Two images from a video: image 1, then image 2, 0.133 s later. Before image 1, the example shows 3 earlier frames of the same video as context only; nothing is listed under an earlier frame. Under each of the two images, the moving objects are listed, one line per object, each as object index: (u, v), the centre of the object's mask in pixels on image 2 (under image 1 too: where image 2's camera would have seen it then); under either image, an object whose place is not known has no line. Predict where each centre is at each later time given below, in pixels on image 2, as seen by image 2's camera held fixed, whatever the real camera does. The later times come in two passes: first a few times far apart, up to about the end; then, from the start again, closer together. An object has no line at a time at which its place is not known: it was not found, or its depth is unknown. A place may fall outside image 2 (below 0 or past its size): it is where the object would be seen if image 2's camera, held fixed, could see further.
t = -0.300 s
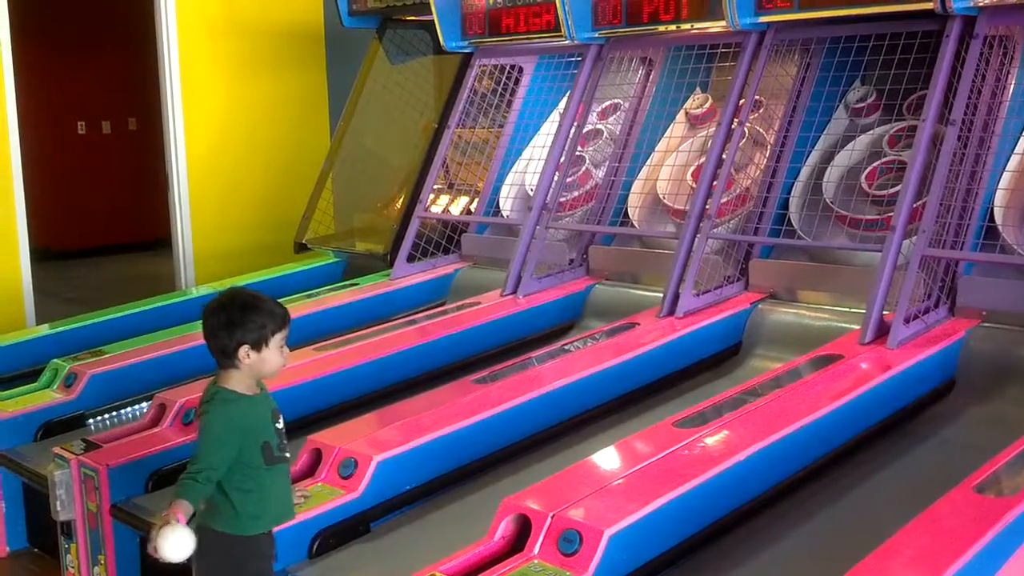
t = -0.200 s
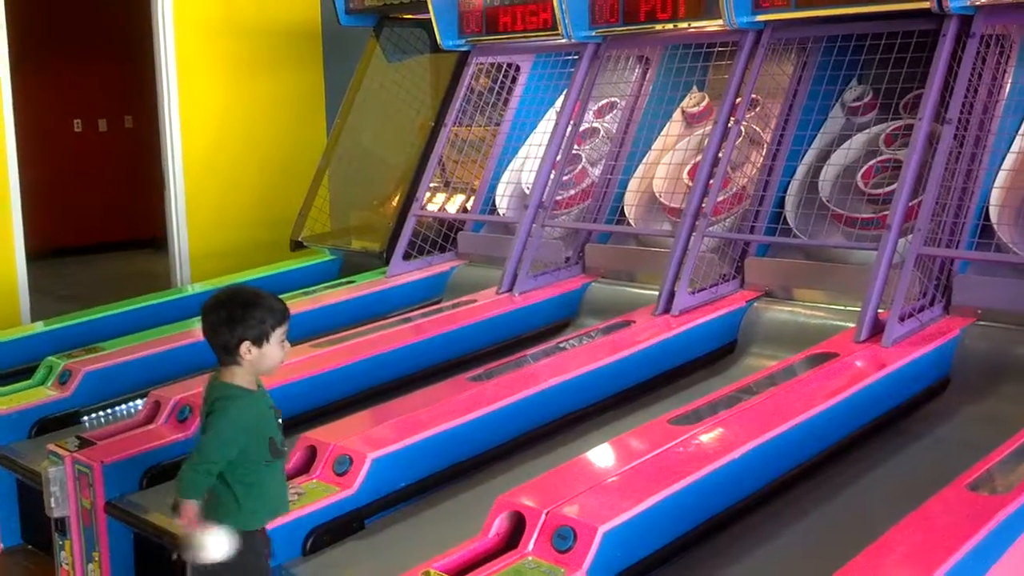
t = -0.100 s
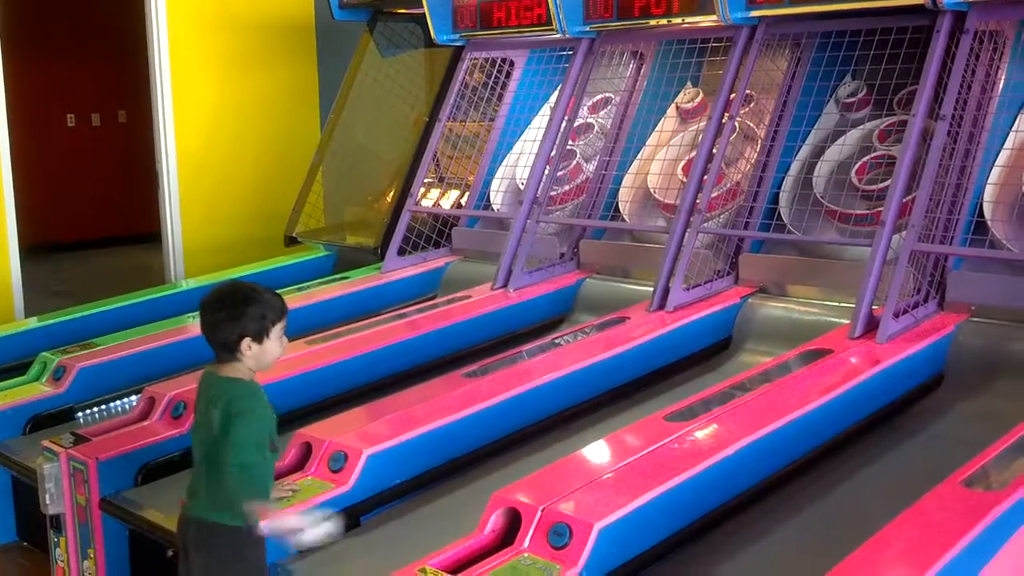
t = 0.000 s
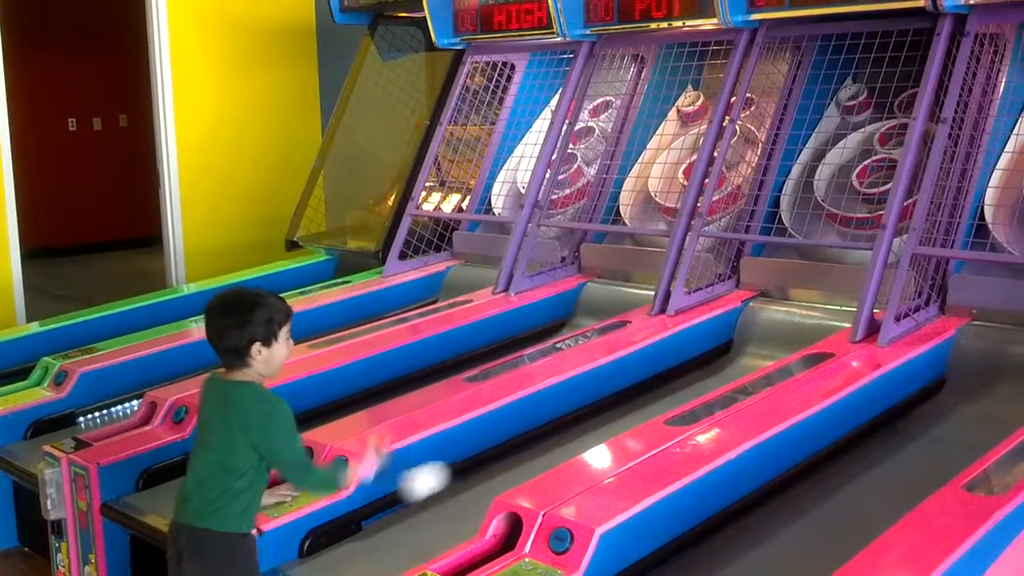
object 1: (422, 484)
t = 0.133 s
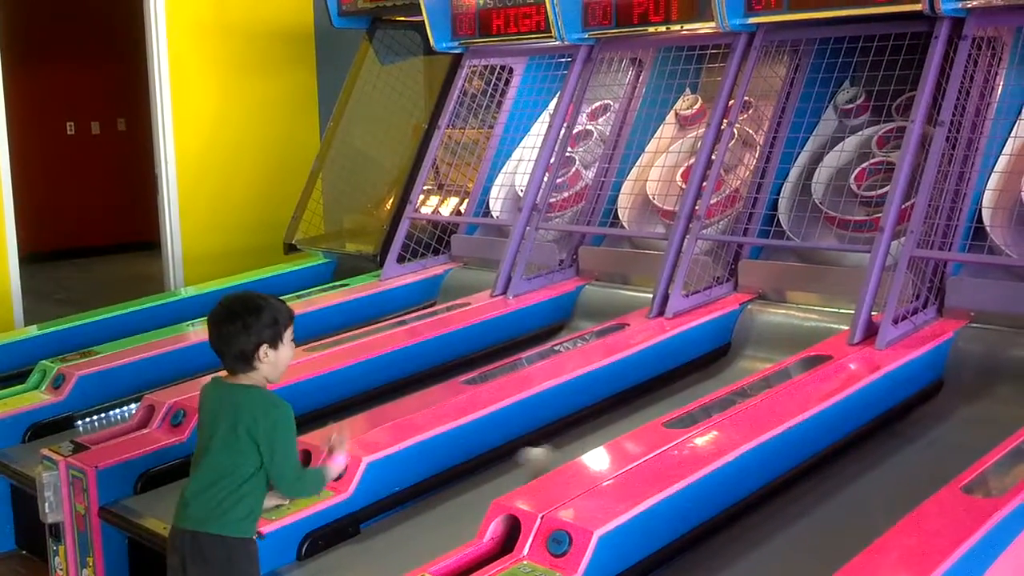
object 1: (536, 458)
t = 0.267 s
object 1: (600, 417)
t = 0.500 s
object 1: (703, 368)
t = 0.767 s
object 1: (760, 279)
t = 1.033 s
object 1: (762, 293)
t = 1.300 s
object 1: (755, 296)
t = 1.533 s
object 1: (742, 335)
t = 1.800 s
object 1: (680, 385)
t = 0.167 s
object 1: (557, 446)
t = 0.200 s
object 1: (572, 435)
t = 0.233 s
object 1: (588, 427)
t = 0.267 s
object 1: (600, 417)
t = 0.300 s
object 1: (613, 409)
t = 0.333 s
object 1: (629, 401)
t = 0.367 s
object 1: (645, 394)
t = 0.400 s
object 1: (660, 387)
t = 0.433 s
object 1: (676, 380)
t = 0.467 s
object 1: (689, 375)
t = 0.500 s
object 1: (703, 368)
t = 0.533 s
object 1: (716, 362)
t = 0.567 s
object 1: (728, 353)
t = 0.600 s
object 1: (739, 339)
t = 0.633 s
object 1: (743, 321)
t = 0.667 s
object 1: (748, 306)
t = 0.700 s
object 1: (752, 293)
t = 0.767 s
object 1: (760, 279)
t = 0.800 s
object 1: (763, 276)
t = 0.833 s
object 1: (767, 276)
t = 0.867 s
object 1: (767, 279)
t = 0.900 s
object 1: (765, 286)
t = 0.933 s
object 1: (764, 290)
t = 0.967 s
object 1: (764, 288)
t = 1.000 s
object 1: (763, 289)
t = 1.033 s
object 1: (762, 293)
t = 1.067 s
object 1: (762, 293)
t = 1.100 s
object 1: (762, 293)
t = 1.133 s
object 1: (761, 293)
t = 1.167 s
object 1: (761, 293)
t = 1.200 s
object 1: (759, 293)
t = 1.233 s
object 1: (758, 294)
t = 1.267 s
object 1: (757, 295)
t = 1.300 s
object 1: (755, 296)
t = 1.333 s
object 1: (753, 297)
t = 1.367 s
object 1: (751, 300)
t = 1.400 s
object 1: (749, 303)
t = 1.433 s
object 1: (747, 307)
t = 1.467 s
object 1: (746, 314)
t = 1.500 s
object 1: (744, 322)
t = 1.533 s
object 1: (742, 335)
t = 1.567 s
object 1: (738, 346)
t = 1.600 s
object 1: (731, 354)
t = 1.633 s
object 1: (724, 361)
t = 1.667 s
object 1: (716, 366)
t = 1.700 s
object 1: (707, 370)
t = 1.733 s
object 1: (699, 376)
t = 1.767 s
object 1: (689, 380)
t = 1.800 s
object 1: (680, 385)
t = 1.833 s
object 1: (671, 390)
